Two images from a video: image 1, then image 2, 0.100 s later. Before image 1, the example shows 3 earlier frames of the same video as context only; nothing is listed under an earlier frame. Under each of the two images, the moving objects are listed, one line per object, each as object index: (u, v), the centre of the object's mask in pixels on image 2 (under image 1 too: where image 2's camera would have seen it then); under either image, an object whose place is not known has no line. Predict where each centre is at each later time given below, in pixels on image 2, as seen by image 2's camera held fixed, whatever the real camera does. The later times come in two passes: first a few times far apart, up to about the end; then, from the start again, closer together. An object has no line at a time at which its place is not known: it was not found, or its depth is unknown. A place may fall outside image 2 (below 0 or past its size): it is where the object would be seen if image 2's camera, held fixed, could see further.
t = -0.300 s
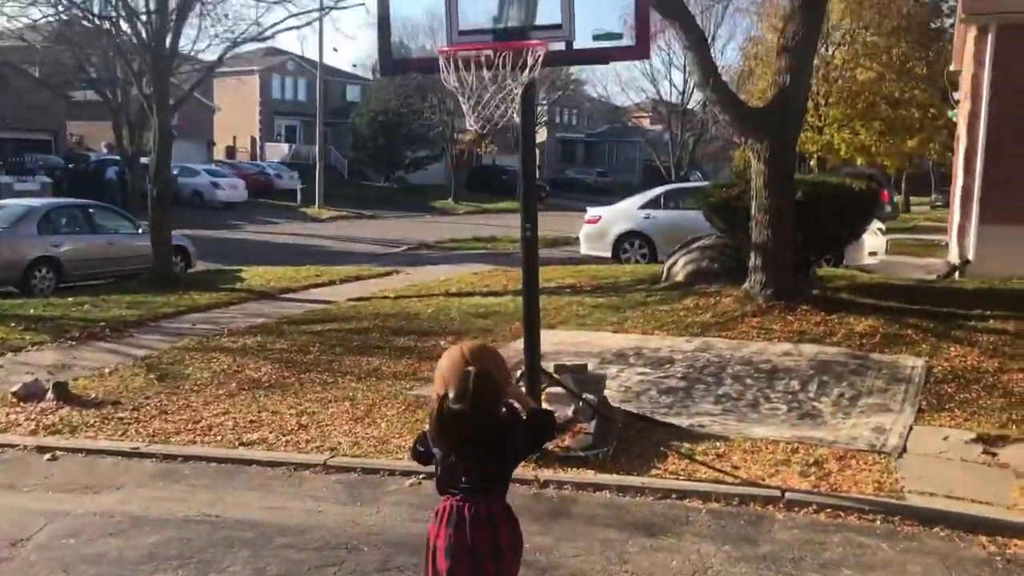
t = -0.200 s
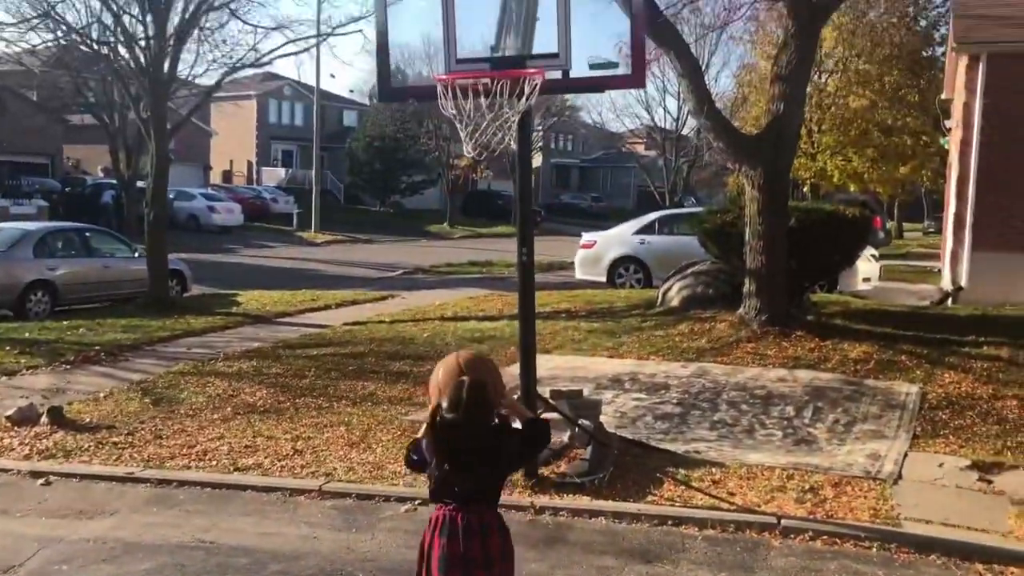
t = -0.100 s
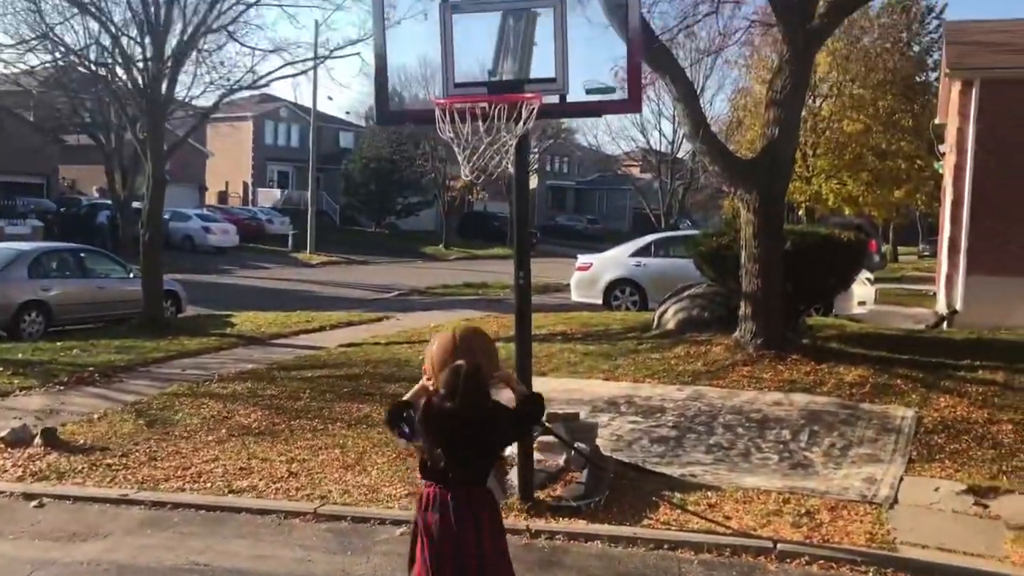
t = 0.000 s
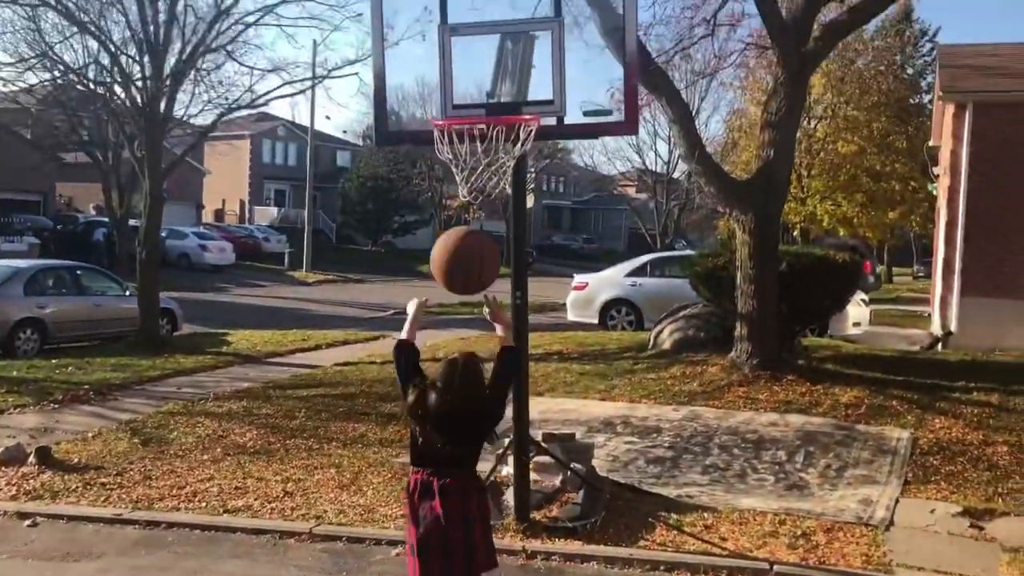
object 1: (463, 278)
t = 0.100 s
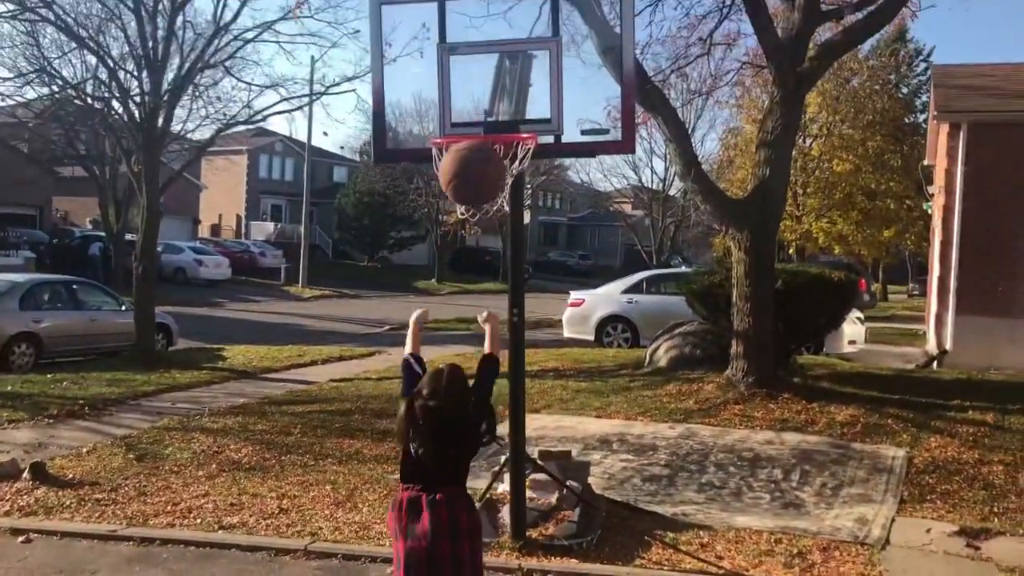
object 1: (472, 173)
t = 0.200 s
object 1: (480, 103)
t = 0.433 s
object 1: (489, 54)
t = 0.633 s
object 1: (490, 114)
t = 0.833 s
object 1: (487, 210)
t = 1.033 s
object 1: (479, 322)
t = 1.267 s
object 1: (462, 530)
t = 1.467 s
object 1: (460, 428)
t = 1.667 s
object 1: (457, 348)
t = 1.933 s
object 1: (444, 367)
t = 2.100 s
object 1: (427, 466)
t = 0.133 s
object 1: (474, 147)
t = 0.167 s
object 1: (477, 124)
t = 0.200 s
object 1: (480, 103)
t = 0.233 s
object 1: (482, 88)
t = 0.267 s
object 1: (483, 75)
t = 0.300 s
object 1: (485, 65)
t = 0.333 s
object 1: (486, 58)
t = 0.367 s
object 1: (488, 54)
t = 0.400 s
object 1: (488, 53)
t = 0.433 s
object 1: (489, 54)
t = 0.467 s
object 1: (489, 58)
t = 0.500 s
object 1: (490, 65)
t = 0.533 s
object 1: (490, 74)
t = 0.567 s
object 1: (490, 86)
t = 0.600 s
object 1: (490, 99)
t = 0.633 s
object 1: (490, 114)
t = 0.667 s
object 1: (490, 124)
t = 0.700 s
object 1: (491, 152)
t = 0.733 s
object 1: (487, 166)
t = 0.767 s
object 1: (490, 203)
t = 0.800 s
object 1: (488, 201)
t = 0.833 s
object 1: (487, 210)
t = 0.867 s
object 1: (486, 223)
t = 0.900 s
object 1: (484, 239)
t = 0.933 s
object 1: (483, 256)
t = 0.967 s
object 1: (482, 276)
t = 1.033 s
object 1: (479, 322)
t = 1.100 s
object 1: (475, 377)
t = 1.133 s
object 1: (472, 407)
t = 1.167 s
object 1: (470, 440)
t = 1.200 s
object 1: (469, 475)
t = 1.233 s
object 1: (463, 512)
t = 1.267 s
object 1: (462, 530)
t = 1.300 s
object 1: (462, 531)
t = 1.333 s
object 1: (461, 521)
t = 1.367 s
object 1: (461, 496)
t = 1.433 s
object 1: (461, 449)
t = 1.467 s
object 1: (460, 428)
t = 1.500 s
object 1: (460, 411)
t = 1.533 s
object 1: (461, 394)
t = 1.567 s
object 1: (460, 379)
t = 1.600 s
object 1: (461, 367)
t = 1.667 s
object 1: (457, 348)
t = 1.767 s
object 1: (452, 338)
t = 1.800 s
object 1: (449, 340)
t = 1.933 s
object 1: (444, 367)
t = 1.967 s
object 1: (442, 381)
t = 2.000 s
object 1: (440, 398)
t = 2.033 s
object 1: (435, 418)
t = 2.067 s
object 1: (429, 442)
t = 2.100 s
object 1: (427, 466)
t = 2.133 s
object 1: (424, 495)
